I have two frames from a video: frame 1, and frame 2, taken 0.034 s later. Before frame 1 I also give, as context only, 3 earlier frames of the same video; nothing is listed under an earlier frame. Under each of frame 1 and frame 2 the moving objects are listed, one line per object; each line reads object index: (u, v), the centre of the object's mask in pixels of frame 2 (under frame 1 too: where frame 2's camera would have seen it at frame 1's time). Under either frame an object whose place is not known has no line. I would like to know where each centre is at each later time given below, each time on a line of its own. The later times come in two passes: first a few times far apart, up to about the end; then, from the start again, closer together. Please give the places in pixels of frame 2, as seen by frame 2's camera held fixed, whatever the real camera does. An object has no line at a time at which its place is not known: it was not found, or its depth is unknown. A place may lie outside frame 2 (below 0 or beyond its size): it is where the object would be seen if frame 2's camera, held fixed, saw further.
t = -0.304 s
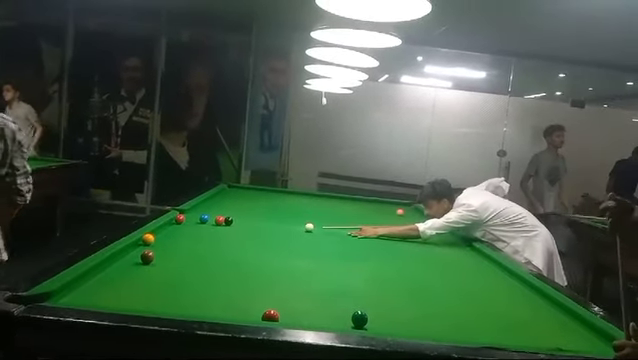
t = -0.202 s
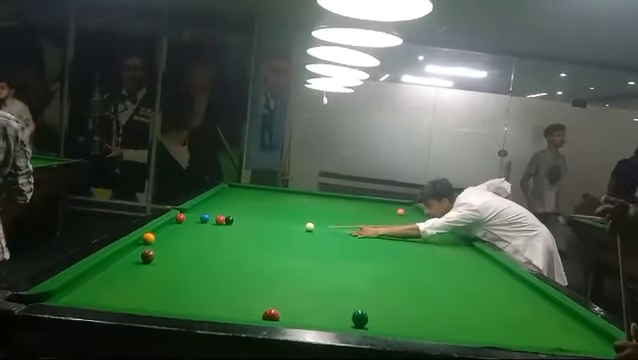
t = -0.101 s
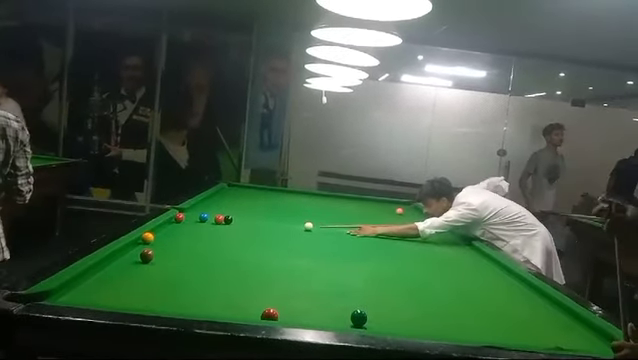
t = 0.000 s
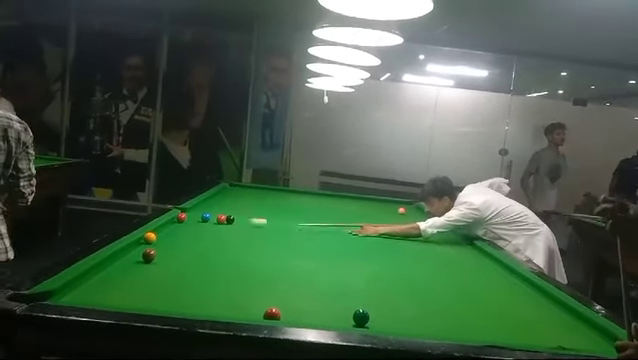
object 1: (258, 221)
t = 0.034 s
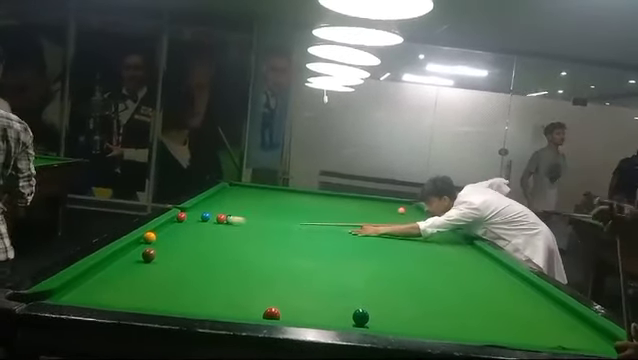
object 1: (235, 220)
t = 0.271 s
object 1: (206, 232)
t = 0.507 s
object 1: (280, 251)
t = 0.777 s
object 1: (381, 278)
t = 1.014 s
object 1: (493, 309)
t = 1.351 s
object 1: (577, 341)
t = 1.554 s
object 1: (537, 340)
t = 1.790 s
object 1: (487, 333)
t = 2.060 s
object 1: (434, 325)
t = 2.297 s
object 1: (392, 317)
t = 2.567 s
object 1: (348, 308)
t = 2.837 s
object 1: (309, 300)
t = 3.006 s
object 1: (287, 295)
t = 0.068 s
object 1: (216, 220)
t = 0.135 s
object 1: (177, 221)
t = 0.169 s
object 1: (174, 223)
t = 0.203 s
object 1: (185, 226)
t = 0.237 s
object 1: (196, 229)
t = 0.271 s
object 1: (206, 232)
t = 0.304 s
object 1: (217, 235)
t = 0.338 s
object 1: (227, 237)
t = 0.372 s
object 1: (237, 240)
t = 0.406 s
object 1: (248, 243)
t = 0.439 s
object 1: (258, 245)
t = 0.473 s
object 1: (269, 248)
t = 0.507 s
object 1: (280, 251)
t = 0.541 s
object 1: (292, 254)
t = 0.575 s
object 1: (303, 257)
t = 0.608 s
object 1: (315, 260)
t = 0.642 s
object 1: (328, 264)
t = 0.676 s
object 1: (340, 267)
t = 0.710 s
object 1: (353, 271)
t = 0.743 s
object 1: (367, 275)
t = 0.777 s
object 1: (381, 278)
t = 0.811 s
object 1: (396, 282)
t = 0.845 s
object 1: (410, 286)
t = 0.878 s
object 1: (426, 291)
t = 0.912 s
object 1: (442, 295)
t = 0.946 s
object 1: (459, 299)
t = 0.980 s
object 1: (475, 304)
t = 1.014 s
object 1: (493, 309)
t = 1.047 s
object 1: (511, 314)
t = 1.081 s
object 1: (529, 318)
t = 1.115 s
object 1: (548, 323)
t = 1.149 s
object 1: (568, 328)
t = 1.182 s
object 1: (587, 332)
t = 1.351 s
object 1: (577, 341)
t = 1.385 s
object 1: (571, 341)
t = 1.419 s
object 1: (566, 342)
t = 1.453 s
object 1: (561, 343)
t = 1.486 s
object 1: (554, 343)
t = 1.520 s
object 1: (546, 342)
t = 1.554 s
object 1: (537, 340)
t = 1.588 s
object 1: (529, 339)
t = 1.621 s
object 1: (522, 338)
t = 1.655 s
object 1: (515, 337)
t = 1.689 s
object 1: (508, 336)
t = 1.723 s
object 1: (501, 334)
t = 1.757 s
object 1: (494, 334)
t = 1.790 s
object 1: (487, 333)
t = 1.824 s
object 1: (480, 332)
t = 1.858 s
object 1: (473, 330)
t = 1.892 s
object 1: (466, 329)
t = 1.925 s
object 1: (460, 329)
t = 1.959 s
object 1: (454, 328)
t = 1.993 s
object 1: (447, 327)
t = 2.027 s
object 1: (441, 327)
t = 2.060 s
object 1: (434, 325)
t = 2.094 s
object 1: (427, 324)
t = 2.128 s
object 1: (422, 323)
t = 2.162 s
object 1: (415, 322)
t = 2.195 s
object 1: (409, 320)
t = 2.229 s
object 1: (403, 320)
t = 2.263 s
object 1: (397, 318)
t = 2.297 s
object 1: (392, 317)
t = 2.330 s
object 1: (386, 317)
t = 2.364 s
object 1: (380, 315)
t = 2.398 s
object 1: (375, 313)
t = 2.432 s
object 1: (371, 312)
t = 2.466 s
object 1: (366, 308)
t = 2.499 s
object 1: (359, 305)
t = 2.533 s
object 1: (352, 308)
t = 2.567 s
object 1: (348, 308)
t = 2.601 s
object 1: (343, 306)
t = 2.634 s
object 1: (338, 305)
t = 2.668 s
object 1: (333, 304)
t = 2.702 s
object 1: (328, 303)
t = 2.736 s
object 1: (323, 302)
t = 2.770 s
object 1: (318, 301)
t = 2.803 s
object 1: (314, 301)
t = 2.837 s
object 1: (309, 300)
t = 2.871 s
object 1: (304, 298)
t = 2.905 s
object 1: (300, 297)
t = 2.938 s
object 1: (295, 297)
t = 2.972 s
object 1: (290, 296)
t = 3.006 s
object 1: (287, 295)
